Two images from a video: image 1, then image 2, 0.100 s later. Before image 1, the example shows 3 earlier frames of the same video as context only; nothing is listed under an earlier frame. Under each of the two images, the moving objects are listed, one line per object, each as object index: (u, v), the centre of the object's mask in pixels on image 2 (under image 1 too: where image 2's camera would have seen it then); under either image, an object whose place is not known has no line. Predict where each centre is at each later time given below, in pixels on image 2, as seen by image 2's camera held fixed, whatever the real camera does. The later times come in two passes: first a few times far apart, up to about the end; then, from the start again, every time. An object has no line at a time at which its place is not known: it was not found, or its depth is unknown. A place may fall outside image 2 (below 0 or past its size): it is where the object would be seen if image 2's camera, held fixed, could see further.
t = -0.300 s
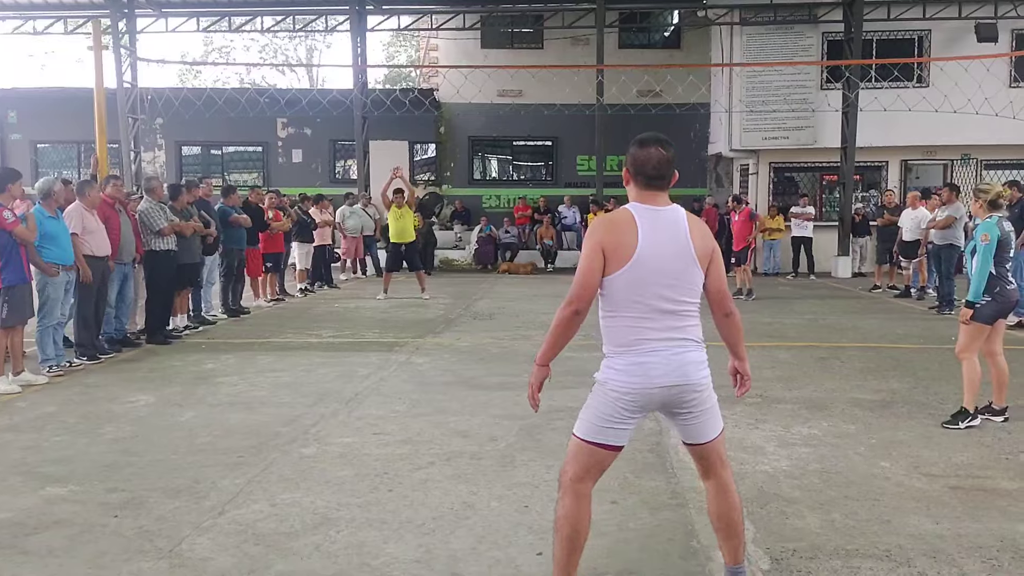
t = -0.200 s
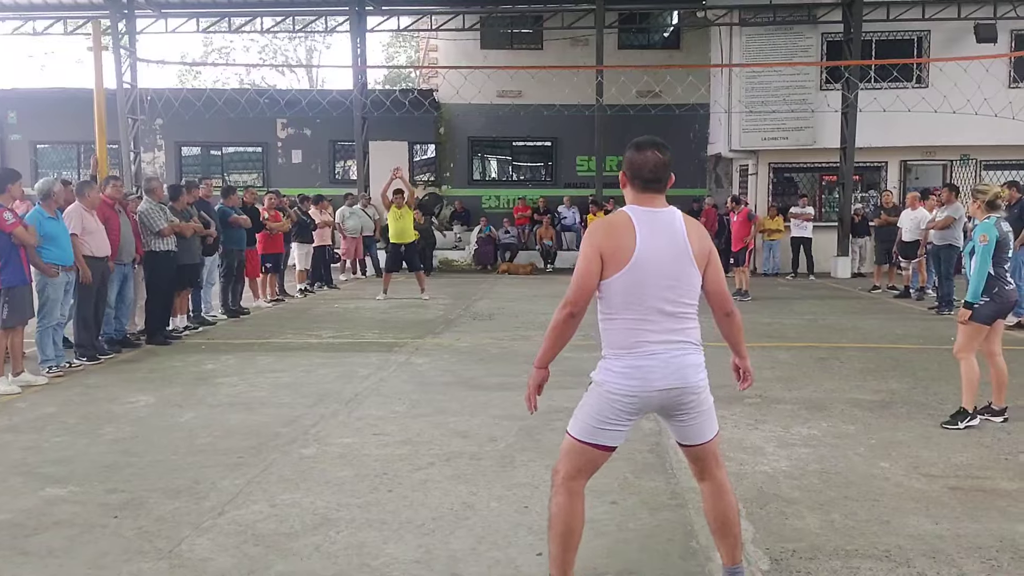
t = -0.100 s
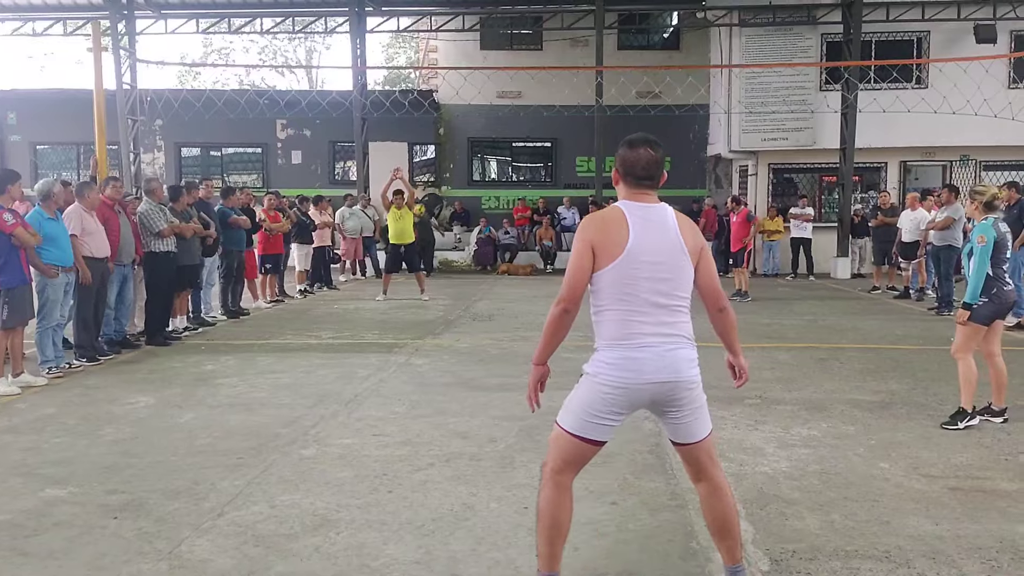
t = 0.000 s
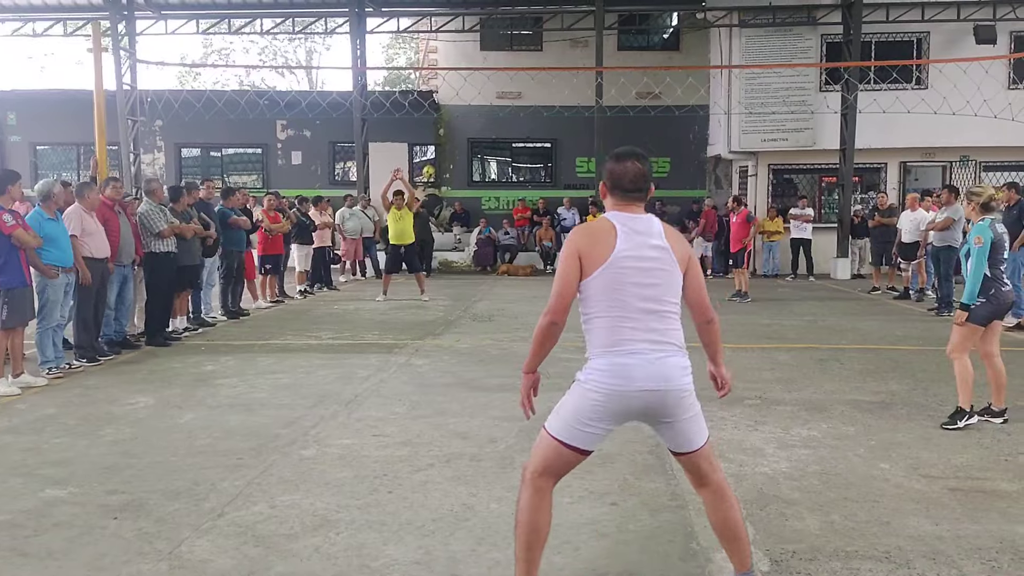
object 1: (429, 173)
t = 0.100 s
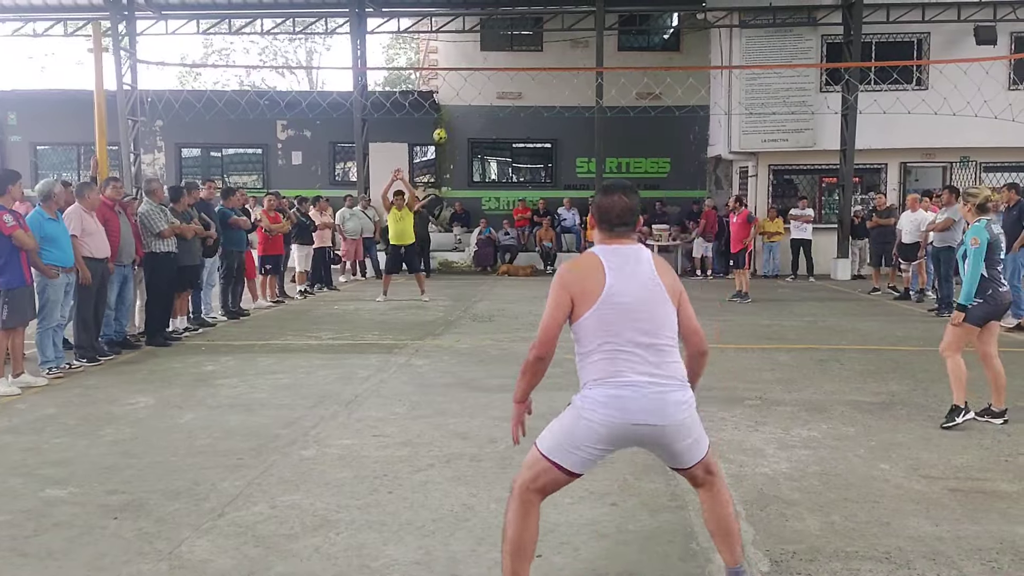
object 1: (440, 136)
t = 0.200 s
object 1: (453, 100)
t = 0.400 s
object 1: (489, 36)
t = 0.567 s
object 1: (531, 3)
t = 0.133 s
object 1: (443, 125)
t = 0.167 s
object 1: (448, 111)
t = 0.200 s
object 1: (453, 100)
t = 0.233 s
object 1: (459, 88)
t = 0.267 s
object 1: (464, 78)
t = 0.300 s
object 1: (470, 66)
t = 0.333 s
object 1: (477, 55)
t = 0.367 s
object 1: (482, 45)
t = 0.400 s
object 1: (489, 36)
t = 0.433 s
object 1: (496, 26)
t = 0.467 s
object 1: (504, 17)
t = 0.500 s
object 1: (512, 9)
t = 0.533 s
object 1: (521, 5)
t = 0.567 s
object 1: (531, 3)
